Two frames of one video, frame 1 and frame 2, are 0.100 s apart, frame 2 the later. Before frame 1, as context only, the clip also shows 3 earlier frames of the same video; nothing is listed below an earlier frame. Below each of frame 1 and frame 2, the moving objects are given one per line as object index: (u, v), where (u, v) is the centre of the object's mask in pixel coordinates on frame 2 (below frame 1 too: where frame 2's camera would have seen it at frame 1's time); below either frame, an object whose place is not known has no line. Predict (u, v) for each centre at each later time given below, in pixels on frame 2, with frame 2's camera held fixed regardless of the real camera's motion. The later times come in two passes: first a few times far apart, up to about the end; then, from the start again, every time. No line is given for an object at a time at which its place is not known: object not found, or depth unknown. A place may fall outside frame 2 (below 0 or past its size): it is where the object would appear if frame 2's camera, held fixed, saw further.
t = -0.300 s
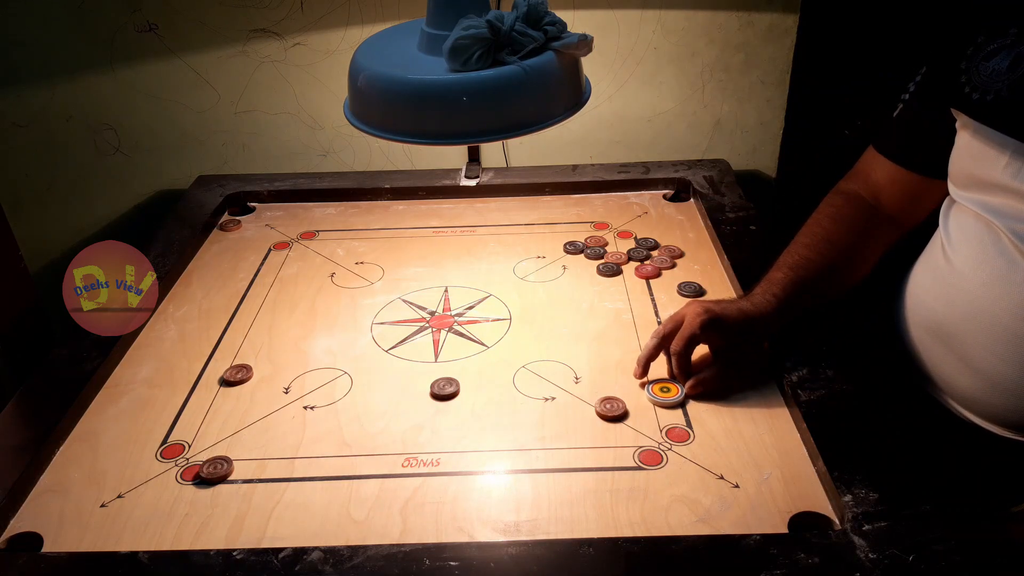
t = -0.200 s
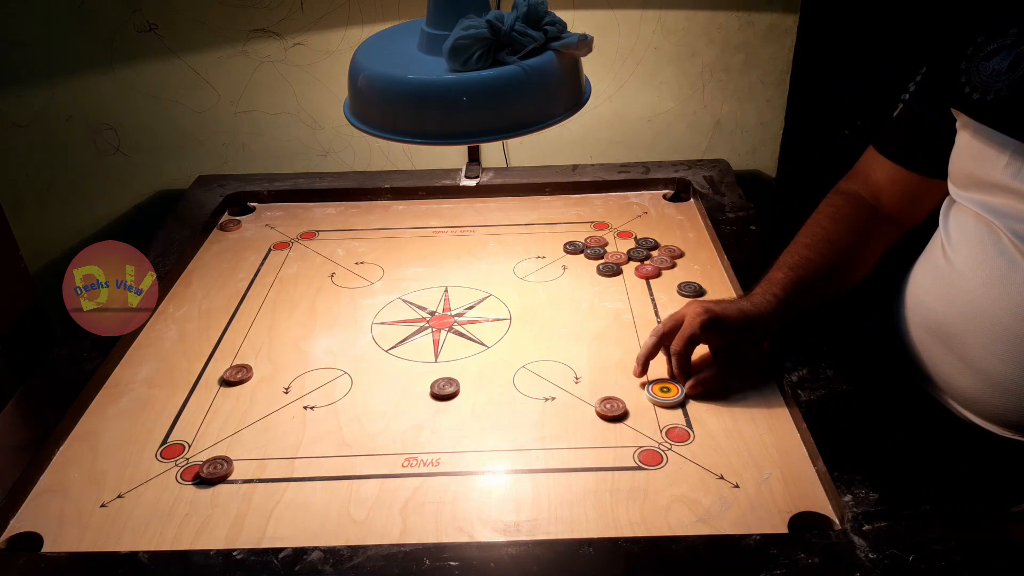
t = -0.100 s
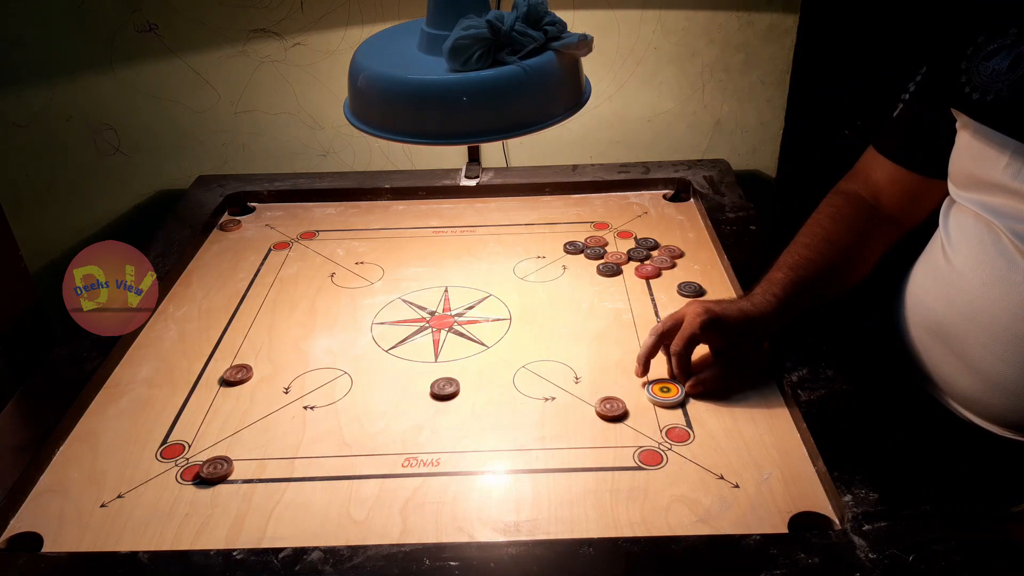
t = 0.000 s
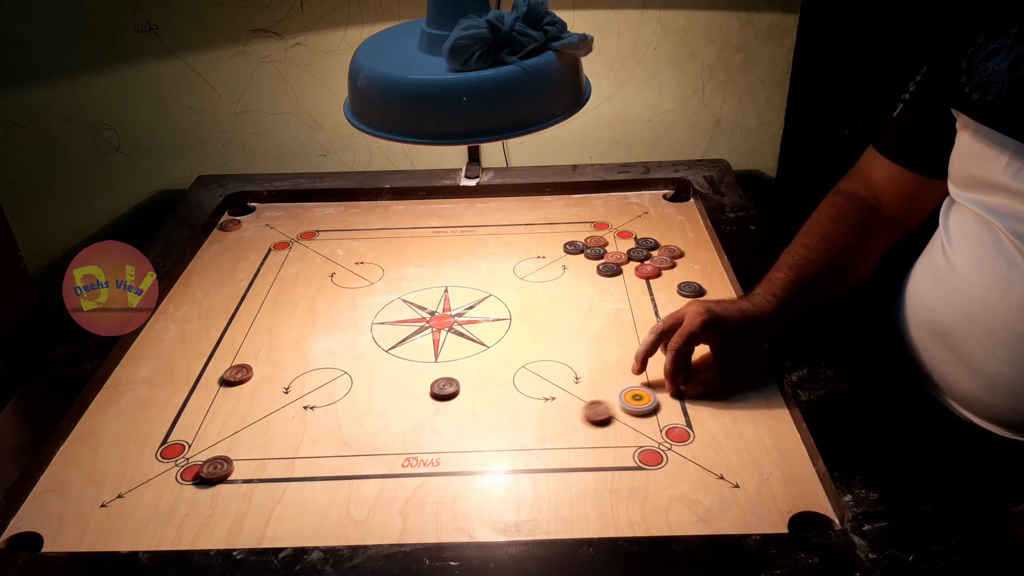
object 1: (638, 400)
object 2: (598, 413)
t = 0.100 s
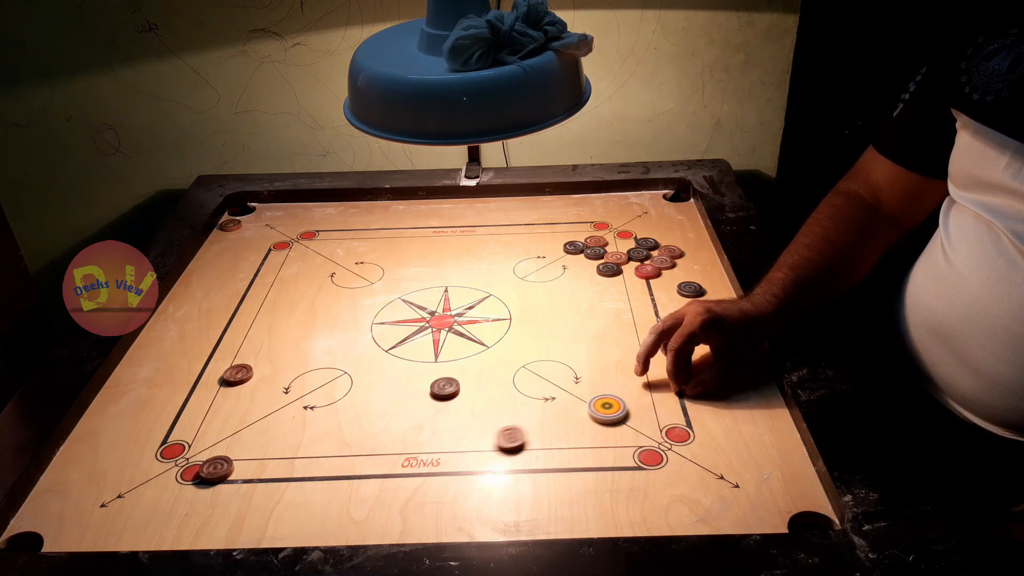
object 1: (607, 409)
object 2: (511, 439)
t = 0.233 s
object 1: (581, 417)
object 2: (409, 472)
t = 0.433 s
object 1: (571, 420)
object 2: (293, 508)
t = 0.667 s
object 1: (571, 420)
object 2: (231, 527)
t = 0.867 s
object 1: (571, 420)
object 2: (228, 528)
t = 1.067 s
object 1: (570, 419)
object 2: (228, 528)
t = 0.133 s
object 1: (599, 411)
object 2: (483, 448)
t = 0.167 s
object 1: (592, 413)
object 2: (458, 456)
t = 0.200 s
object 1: (586, 415)
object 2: (433, 464)
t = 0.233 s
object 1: (581, 417)
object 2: (409, 472)
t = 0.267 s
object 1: (577, 418)
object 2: (386, 478)
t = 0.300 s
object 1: (574, 419)
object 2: (364, 485)
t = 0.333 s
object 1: (572, 419)
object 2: (344, 492)
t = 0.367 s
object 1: (571, 420)
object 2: (326, 498)
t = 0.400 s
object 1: (571, 420)
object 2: (309, 503)
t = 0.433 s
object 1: (571, 420)
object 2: (293, 508)
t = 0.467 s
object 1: (571, 420)
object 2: (280, 512)
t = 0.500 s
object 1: (571, 420)
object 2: (267, 516)
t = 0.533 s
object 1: (571, 420)
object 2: (256, 520)
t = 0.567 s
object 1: (571, 420)
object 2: (247, 522)
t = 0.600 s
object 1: (571, 420)
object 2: (240, 525)
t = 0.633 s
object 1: (571, 420)
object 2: (235, 526)
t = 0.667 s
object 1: (571, 420)
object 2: (231, 527)
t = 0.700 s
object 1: (571, 420)
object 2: (229, 528)
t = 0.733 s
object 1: (571, 420)
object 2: (228, 528)
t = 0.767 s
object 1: (571, 420)
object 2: (228, 528)
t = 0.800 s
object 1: (571, 420)
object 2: (228, 528)
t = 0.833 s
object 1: (571, 420)
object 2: (228, 528)
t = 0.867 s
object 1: (571, 420)
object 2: (228, 528)
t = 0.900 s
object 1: (571, 420)
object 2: (228, 528)
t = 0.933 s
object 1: (571, 419)
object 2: (228, 528)
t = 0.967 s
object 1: (571, 419)
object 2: (228, 528)
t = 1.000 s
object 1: (571, 419)
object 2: (228, 528)
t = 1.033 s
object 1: (571, 419)
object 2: (228, 528)
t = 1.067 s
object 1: (570, 419)
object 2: (228, 528)
